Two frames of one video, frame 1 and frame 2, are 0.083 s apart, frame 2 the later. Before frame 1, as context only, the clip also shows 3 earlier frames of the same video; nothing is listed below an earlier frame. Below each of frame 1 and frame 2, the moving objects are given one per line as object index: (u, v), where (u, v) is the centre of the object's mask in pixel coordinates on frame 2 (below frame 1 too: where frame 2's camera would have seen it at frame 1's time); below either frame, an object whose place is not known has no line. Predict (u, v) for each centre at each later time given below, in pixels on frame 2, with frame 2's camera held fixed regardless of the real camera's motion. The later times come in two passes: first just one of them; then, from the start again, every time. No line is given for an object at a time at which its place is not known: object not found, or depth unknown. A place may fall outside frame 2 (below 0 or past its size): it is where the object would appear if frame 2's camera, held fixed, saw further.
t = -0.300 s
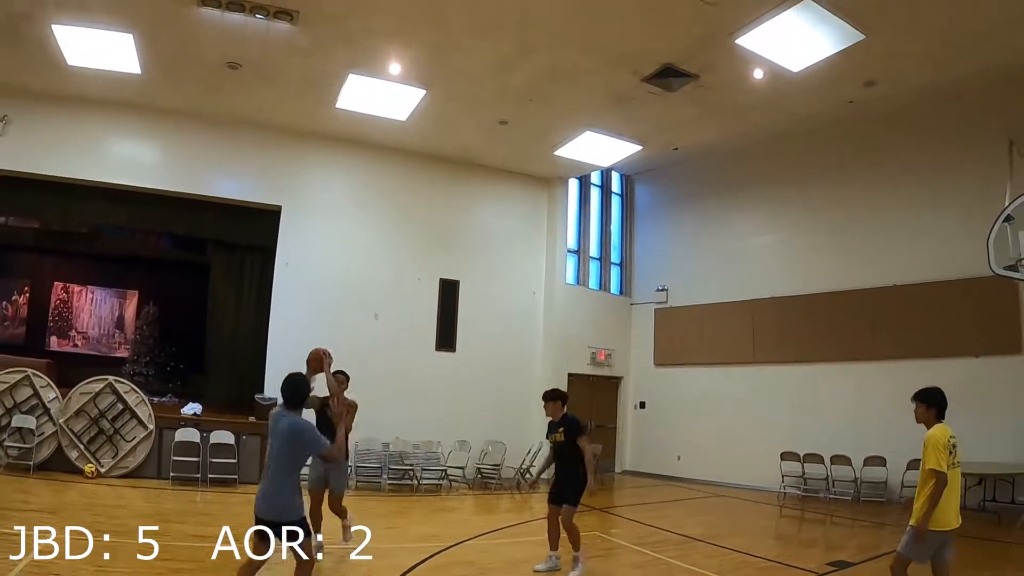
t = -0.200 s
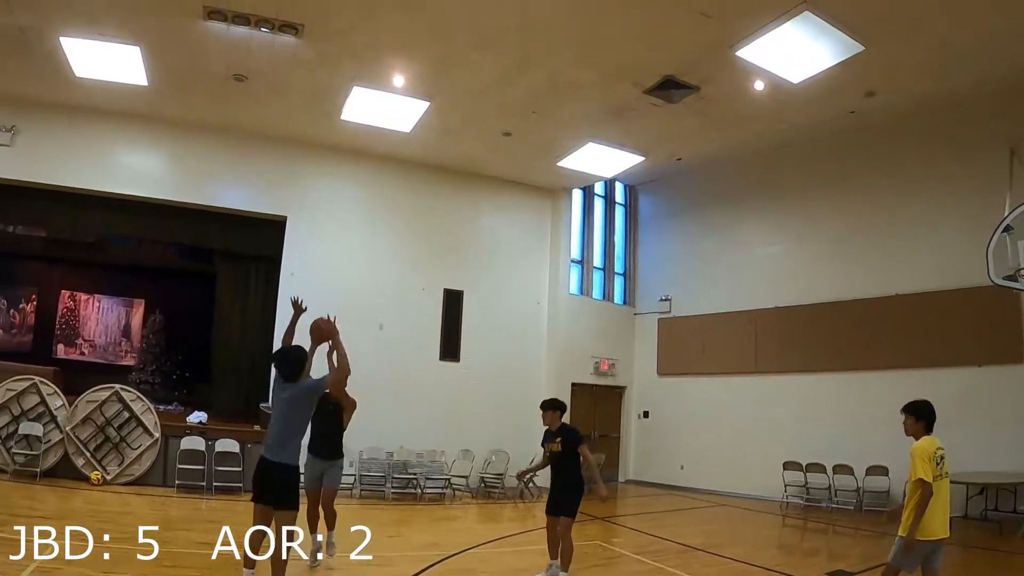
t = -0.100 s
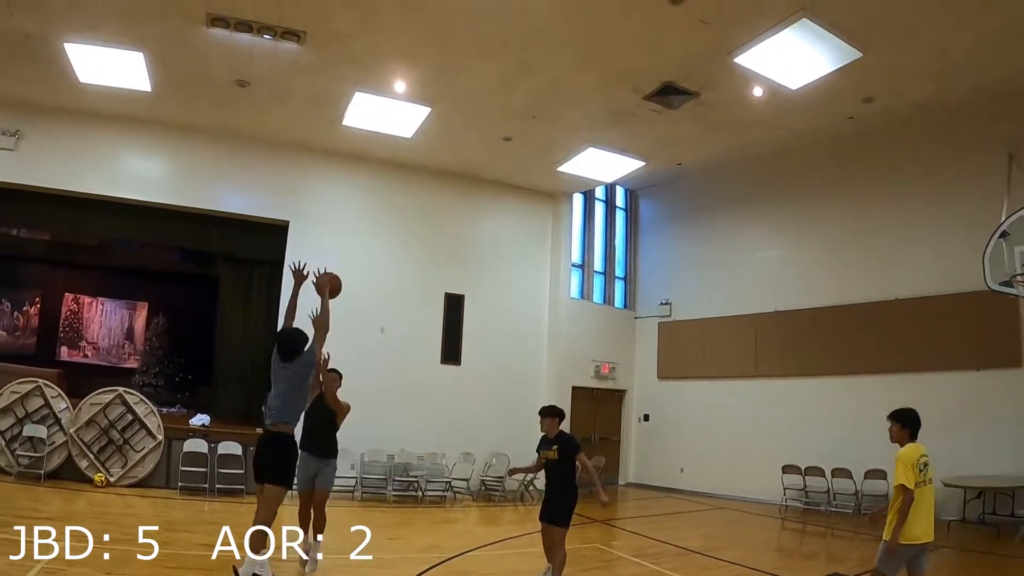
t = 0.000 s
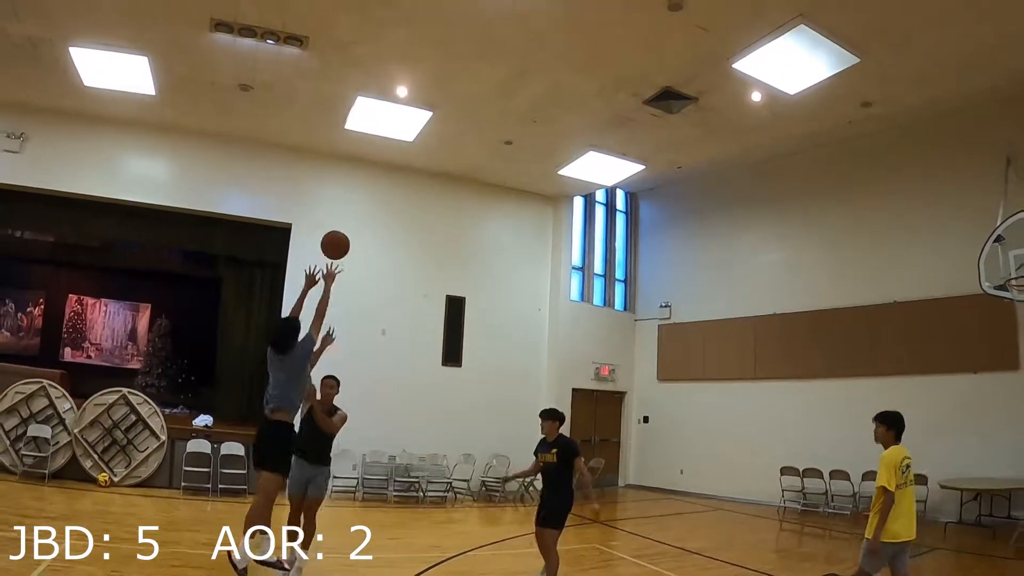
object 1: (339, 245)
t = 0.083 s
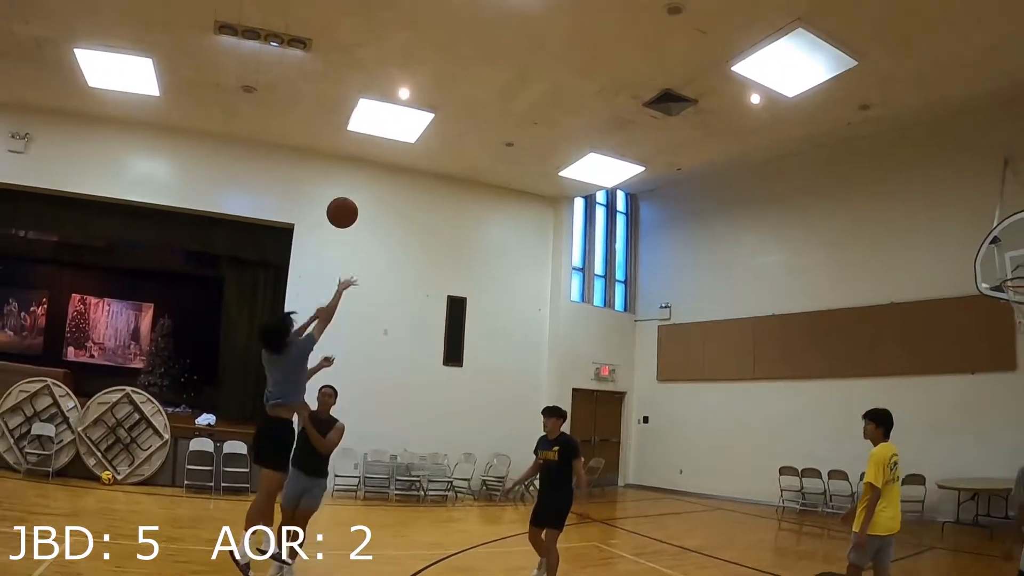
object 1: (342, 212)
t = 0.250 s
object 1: (350, 159)
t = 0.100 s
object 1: (343, 206)
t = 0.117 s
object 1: (344, 200)
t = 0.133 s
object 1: (345, 194)
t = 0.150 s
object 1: (345, 188)
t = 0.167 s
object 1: (346, 183)
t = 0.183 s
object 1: (347, 178)
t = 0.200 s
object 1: (347, 172)
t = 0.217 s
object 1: (349, 168)
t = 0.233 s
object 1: (349, 164)
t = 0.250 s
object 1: (350, 159)
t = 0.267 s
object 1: (350, 155)
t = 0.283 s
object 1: (351, 152)
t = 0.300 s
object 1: (352, 148)
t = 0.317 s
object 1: (352, 145)
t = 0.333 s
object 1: (352, 141)
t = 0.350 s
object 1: (353, 138)
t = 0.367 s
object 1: (353, 135)
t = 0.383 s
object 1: (354, 133)
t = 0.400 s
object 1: (355, 130)
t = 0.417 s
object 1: (355, 129)
